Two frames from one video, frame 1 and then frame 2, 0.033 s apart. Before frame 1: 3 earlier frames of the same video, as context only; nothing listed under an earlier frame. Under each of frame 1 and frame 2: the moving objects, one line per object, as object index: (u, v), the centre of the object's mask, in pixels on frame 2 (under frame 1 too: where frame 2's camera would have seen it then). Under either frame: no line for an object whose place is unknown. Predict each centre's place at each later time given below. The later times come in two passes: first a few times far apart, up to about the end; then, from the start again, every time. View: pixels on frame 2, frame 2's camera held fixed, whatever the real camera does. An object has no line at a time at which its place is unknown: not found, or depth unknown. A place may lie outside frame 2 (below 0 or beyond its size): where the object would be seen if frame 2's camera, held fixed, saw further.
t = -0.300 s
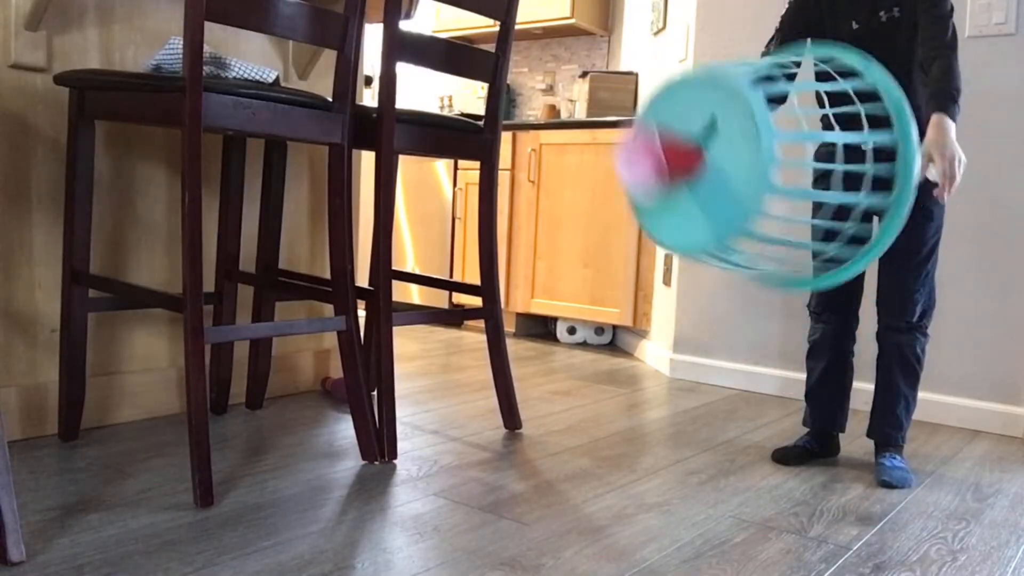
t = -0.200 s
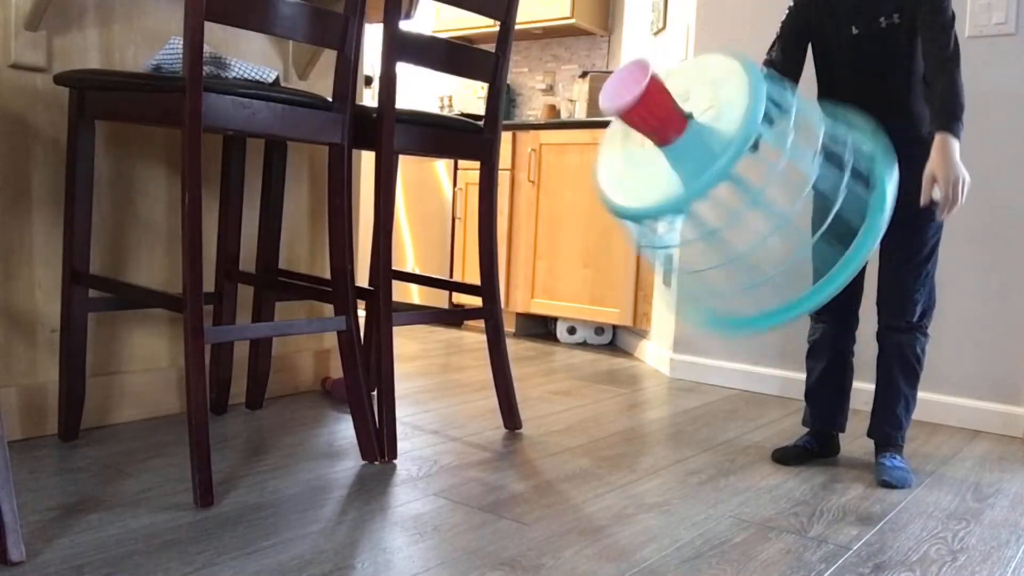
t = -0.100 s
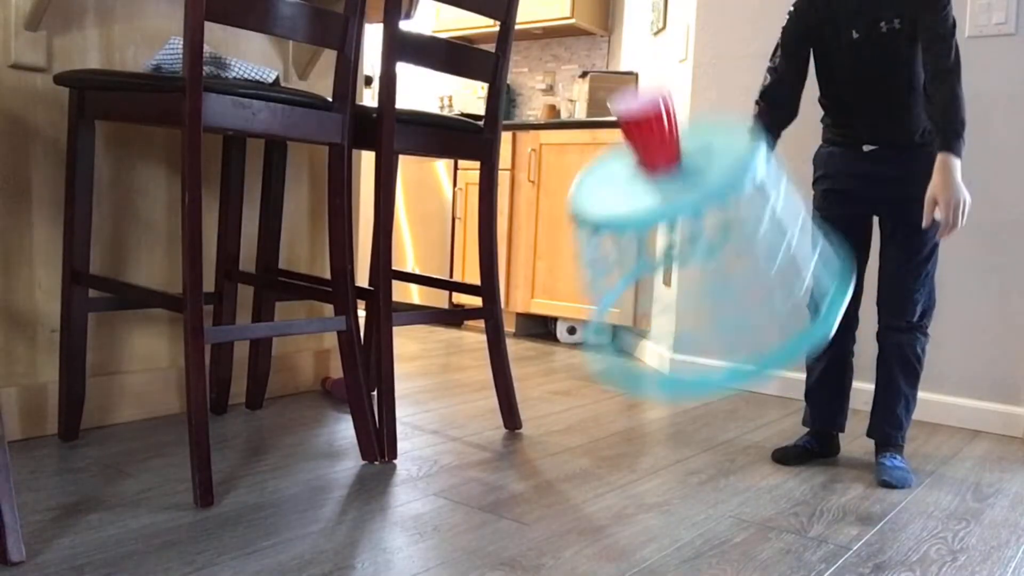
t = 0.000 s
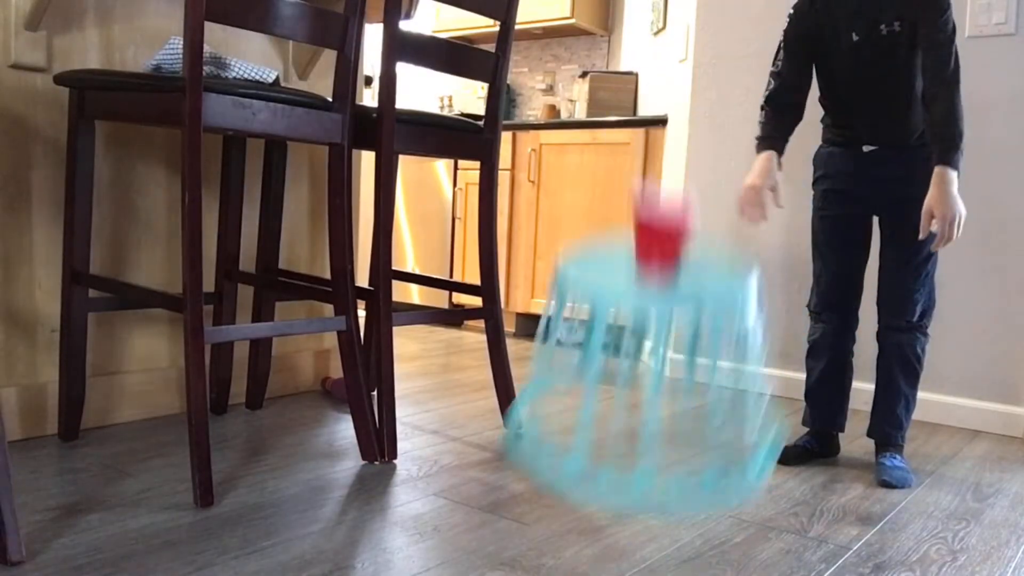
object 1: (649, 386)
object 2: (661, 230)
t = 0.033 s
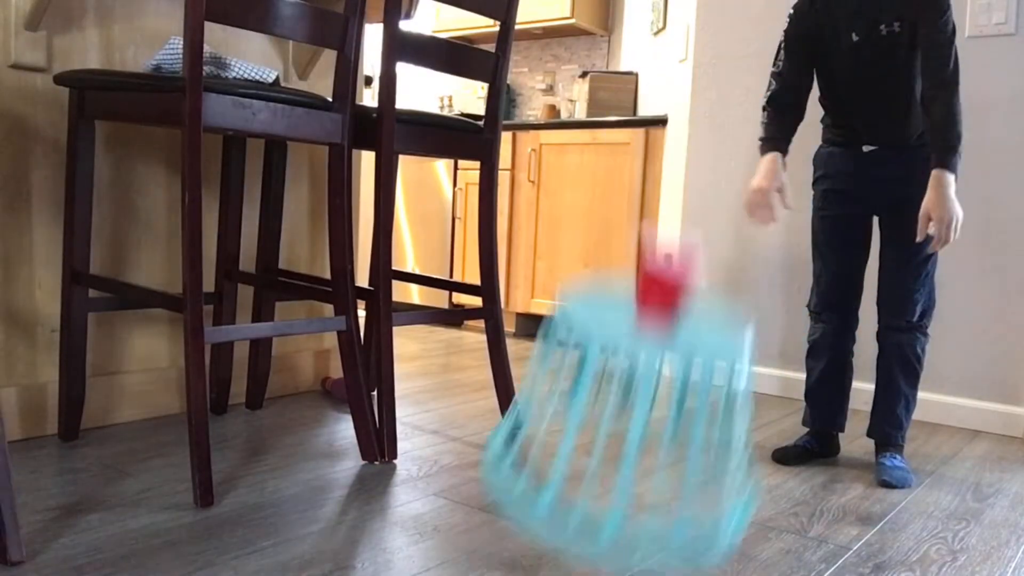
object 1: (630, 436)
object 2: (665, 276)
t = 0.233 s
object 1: (591, 447)
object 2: (570, 293)
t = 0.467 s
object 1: (547, 471)
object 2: (550, 325)
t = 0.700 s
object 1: (533, 469)
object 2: (541, 326)
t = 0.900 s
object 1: (533, 469)
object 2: (542, 327)
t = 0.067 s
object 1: (615, 462)
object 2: (661, 317)
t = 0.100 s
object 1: (615, 472)
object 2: (623, 318)
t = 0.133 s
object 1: (610, 466)
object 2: (600, 308)
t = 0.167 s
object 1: (603, 453)
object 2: (590, 297)
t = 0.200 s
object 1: (597, 447)
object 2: (581, 292)
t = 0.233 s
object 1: (591, 447)
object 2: (570, 293)
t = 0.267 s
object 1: (584, 450)
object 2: (559, 300)
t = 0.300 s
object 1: (577, 447)
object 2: (560, 295)
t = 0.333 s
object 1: (570, 448)
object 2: (560, 295)
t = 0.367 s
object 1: (563, 454)
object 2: (558, 301)
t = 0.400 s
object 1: (555, 463)
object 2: (557, 313)
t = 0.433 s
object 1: (548, 471)
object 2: (556, 325)
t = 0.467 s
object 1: (547, 471)
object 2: (550, 325)
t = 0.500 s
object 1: (544, 469)
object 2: (545, 322)
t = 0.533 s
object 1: (542, 469)
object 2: (544, 324)
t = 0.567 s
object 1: (538, 470)
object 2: (545, 327)
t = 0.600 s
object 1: (536, 470)
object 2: (543, 326)
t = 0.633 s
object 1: (535, 469)
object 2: (540, 325)
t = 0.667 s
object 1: (534, 470)
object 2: (542, 326)
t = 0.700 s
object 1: (533, 469)
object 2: (541, 326)
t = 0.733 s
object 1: (533, 469)
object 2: (541, 327)
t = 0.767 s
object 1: (533, 469)
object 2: (542, 327)
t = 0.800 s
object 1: (533, 469)
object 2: (542, 327)
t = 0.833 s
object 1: (533, 469)
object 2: (542, 327)
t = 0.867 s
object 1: (533, 469)
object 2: (542, 327)
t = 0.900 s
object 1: (533, 469)
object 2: (542, 327)
